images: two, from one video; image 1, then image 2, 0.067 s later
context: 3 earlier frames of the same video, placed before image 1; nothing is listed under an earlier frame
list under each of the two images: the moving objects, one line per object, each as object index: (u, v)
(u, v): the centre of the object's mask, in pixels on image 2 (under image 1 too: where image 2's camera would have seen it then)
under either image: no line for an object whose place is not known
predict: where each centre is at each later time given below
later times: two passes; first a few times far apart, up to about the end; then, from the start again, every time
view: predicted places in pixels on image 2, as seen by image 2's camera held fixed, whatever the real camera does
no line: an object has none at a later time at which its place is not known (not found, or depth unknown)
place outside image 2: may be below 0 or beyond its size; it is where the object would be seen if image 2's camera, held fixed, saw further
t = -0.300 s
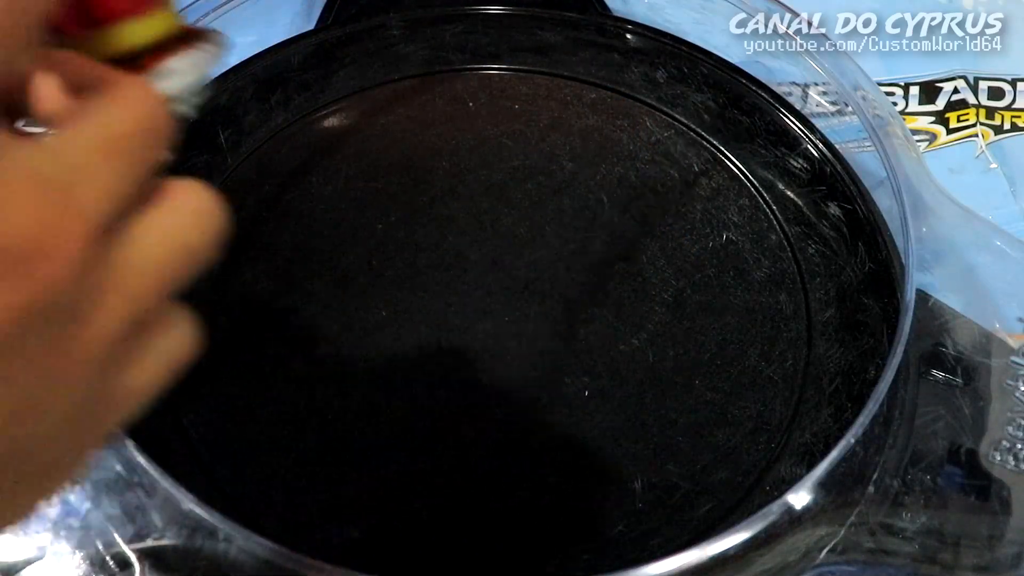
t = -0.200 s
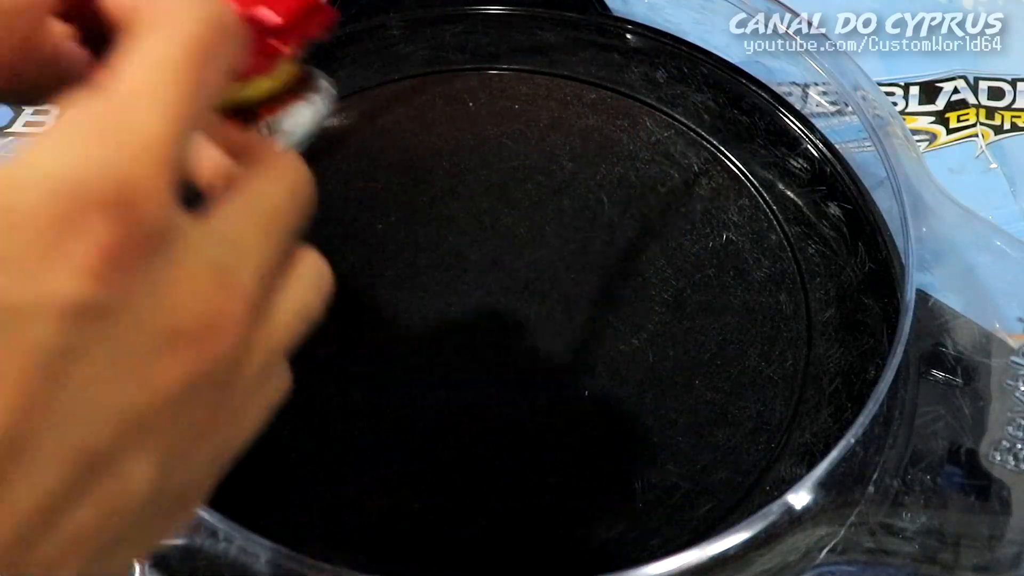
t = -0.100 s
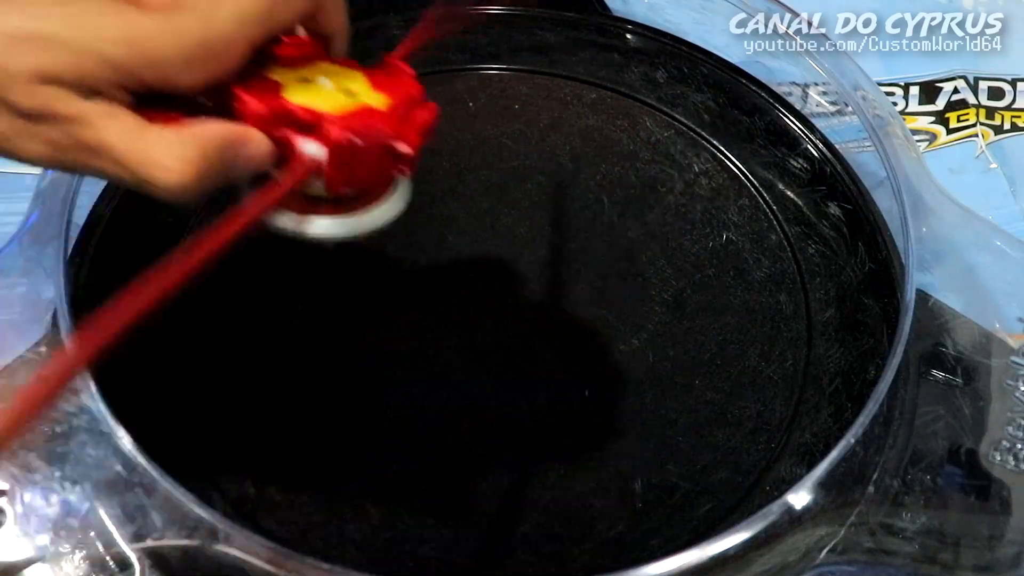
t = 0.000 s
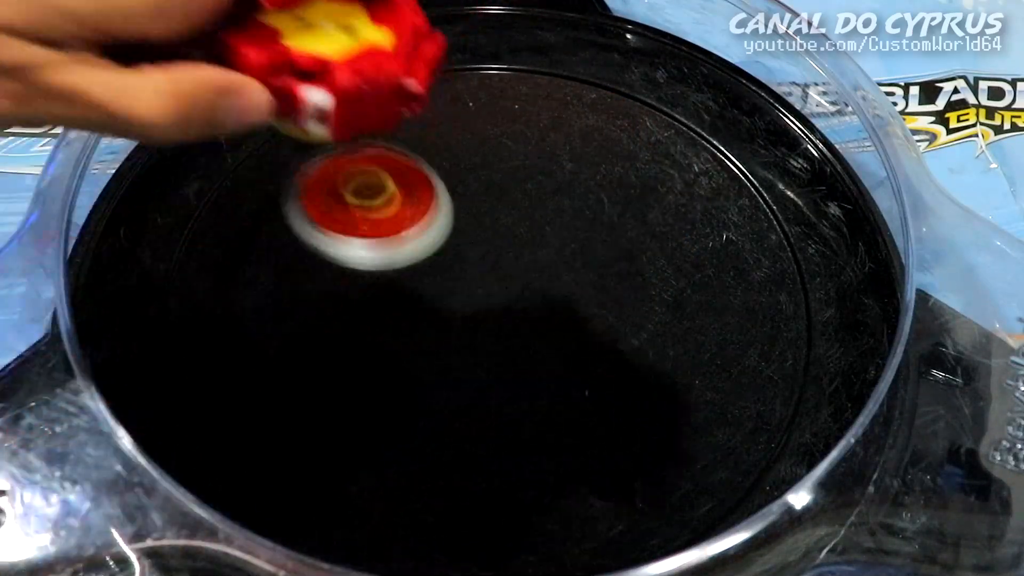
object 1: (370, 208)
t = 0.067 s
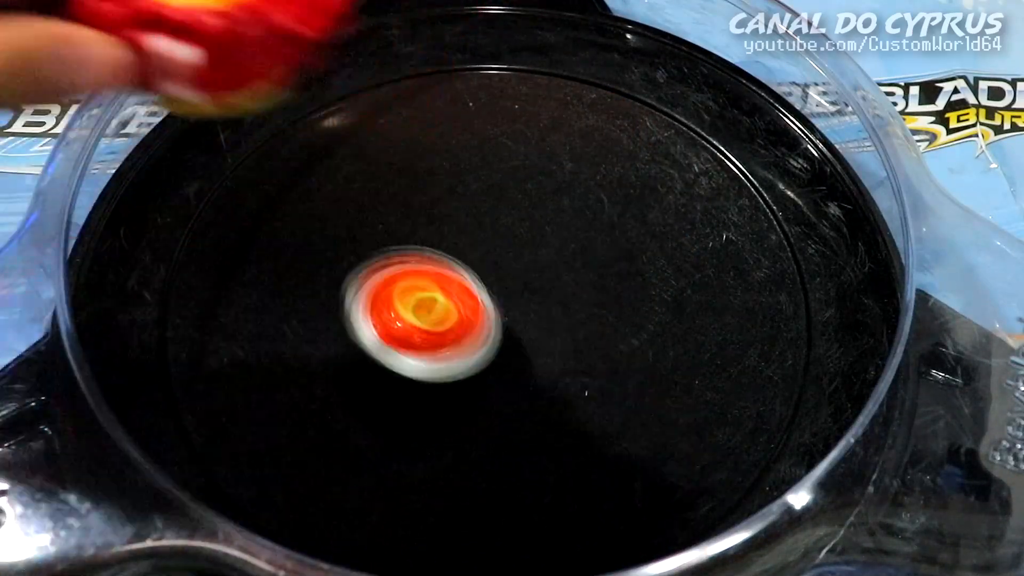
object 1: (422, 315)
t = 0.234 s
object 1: (644, 362)
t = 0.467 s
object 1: (640, 164)
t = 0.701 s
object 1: (352, 64)
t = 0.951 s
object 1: (245, 387)
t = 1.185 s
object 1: (682, 418)
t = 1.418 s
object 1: (737, 104)
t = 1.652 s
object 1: (360, 84)
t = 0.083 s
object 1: (445, 320)
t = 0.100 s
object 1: (469, 322)
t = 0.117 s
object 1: (493, 328)
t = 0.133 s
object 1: (519, 338)
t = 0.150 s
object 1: (543, 353)
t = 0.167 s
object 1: (568, 368)
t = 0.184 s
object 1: (589, 368)
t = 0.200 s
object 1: (608, 364)
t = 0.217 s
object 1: (626, 364)
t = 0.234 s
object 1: (644, 362)
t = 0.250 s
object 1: (658, 353)
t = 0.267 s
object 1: (670, 345)
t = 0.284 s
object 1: (682, 336)
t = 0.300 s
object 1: (686, 318)
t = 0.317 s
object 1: (691, 301)
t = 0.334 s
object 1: (694, 290)
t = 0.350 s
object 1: (696, 281)
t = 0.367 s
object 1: (694, 264)
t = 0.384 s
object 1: (689, 243)
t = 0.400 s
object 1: (682, 226)
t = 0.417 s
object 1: (676, 215)
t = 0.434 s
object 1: (667, 200)
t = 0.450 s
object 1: (654, 178)
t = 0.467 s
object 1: (640, 164)
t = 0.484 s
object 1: (626, 153)
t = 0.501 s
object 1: (611, 141)
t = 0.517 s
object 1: (593, 125)
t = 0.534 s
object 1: (574, 111)
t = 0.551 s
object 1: (556, 102)
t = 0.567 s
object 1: (536, 95)
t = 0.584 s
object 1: (513, 85)
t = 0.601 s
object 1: (492, 77)
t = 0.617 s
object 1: (469, 70)
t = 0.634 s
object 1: (444, 64)
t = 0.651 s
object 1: (420, 62)
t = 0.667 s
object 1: (397, 61)
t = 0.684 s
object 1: (375, 60)
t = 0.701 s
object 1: (352, 64)
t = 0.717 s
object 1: (330, 71)
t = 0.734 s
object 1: (310, 82)
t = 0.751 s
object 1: (289, 96)
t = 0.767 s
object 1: (270, 113)
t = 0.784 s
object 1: (252, 135)
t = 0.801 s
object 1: (236, 156)
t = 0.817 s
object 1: (223, 180)
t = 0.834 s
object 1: (213, 205)
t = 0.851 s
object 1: (207, 230)
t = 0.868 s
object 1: (204, 258)
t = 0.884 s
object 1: (203, 282)
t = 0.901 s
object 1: (209, 310)
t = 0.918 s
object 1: (217, 337)
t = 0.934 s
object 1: (230, 361)
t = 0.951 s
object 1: (245, 387)
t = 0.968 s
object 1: (263, 409)
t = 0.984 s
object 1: (287, 431)
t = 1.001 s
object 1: (315, 448)
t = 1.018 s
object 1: (342, 462)
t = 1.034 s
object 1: (372, 478)
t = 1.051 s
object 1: (408, 481)
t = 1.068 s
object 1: (441, 481)
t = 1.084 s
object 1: (476, 486)
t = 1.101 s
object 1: (512, 490)
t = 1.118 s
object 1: (546, 478)
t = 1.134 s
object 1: (585, 467)
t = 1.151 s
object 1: (619, 459)
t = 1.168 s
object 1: (652, 443)
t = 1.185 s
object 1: (682, 418)
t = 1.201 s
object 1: (711, 398)
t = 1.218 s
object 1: (735, 376)
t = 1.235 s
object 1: (753, 346)
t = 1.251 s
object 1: (770, 317)
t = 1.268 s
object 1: (785, 296)
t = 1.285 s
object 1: (795, 271)
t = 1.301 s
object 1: (801, 242)
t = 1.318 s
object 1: (803, 213)
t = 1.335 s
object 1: (805, 192)
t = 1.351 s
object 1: (804, 170)
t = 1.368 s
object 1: (799, 146)
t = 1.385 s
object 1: (783, 126)
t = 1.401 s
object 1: (760, 117)
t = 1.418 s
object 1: (737, 104)
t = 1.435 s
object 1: (713, 94)
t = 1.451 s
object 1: (688, 85)
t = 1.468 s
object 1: (663, 78)
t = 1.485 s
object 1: (637, 73)
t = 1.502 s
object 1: (610, 67)
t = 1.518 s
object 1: (583, 61)
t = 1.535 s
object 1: (555, 61)
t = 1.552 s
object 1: (527, 59)
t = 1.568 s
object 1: (496, 59)
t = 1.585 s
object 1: (469, 60)
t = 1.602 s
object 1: (439, 64)
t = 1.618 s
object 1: (413, 70)
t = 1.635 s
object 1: (384, 76)
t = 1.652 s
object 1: (360, 84)
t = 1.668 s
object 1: (334, 95)
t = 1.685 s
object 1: (311, 108)
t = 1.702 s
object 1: (289, 118)
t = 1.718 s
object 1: (269, 134)
